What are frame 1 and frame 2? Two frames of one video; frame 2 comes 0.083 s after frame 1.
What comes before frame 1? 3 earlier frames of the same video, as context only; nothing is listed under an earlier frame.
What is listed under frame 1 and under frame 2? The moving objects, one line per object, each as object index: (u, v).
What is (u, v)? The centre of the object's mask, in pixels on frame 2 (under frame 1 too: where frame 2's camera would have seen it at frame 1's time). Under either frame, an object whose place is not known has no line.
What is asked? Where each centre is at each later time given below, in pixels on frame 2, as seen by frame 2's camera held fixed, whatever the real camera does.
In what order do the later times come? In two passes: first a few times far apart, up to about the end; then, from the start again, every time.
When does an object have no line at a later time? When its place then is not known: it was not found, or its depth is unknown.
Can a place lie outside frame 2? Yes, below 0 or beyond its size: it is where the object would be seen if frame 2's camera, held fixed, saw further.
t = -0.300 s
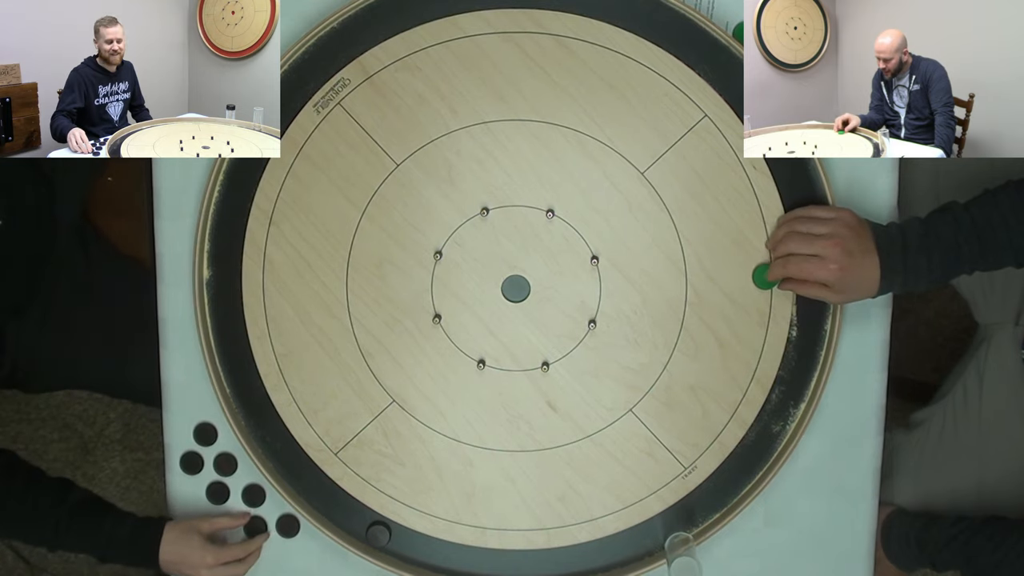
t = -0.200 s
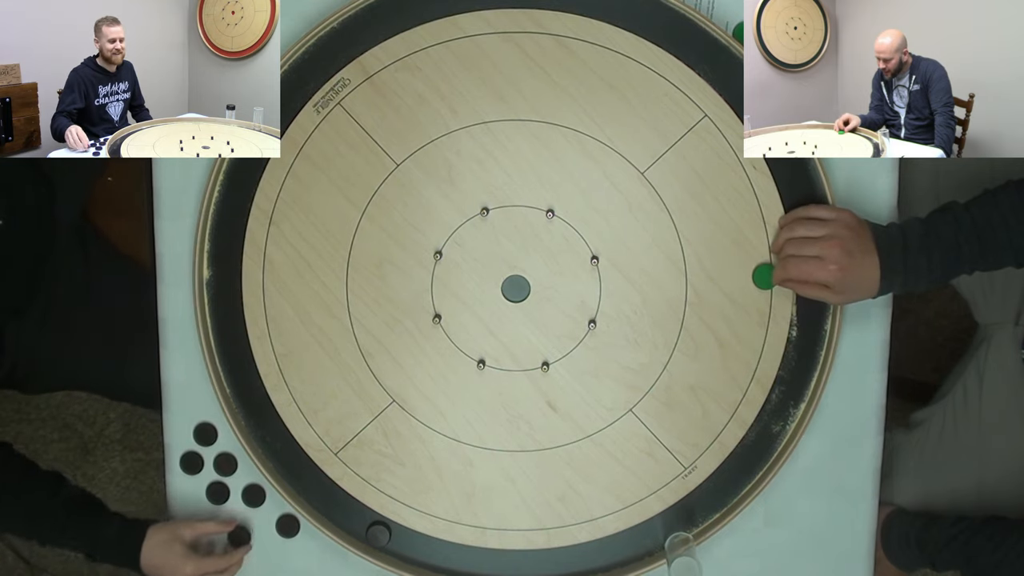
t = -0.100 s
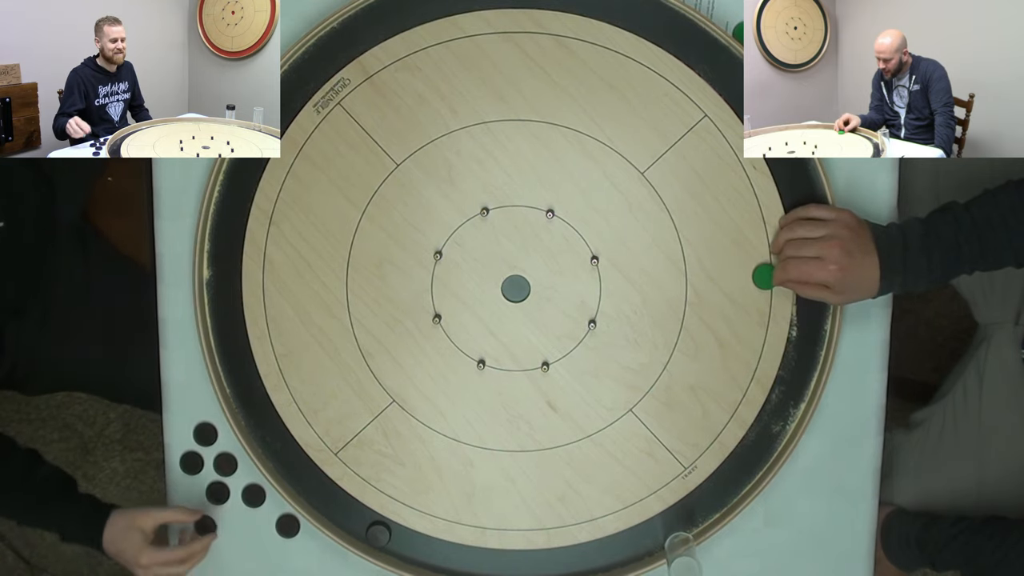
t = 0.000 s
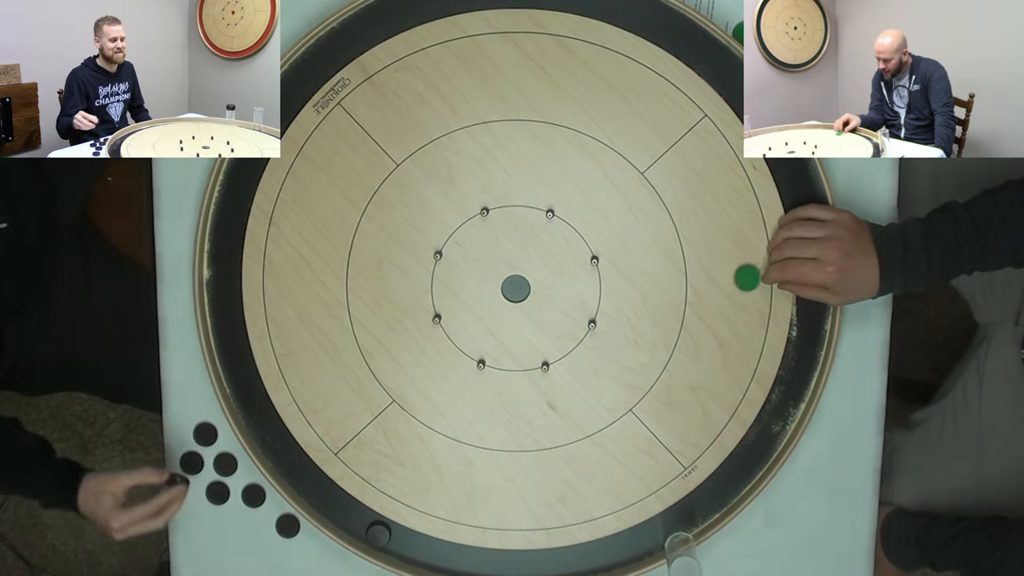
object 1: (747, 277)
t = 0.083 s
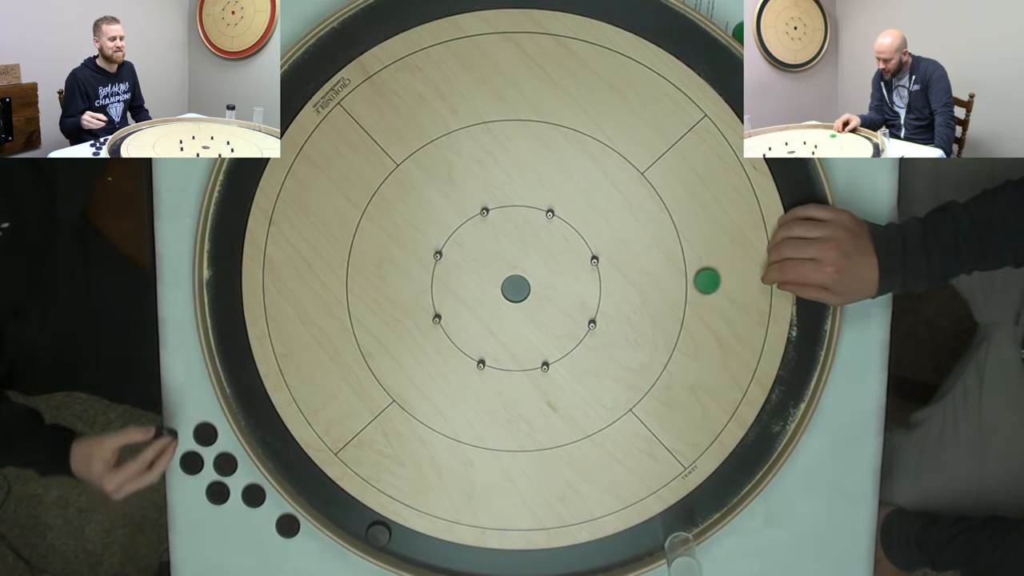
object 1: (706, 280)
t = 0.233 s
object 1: (640, 283)
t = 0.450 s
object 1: (576, 285)
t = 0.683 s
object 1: (558, 284)
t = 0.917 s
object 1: (558, 284)
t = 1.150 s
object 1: (559, 284)
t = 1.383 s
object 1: (558, 284)
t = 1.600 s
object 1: (558, 284)
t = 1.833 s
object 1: (558, 284)
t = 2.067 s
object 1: (558, 284)
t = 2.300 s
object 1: (558, 284)
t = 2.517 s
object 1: (558, 284)
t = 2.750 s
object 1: (558, 284)
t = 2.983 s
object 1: (558, 284)
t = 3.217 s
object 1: (558, 284)
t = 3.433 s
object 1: (558, 284)
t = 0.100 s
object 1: (699, 281)
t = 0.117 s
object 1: (691, 281)
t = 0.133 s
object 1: (683, 282)
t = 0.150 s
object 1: (675, 282)
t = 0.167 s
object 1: (668, 282)
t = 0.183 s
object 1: (661, 282)
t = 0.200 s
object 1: (654, 283)
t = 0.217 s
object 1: (647, 283)
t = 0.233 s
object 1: (640, 283)
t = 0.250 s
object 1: (634, 284)
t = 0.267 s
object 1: (628, 284)
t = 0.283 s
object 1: (621, 284)
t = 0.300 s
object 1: (616, 284)
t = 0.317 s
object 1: (610, 285)
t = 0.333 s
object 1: (605, 285)
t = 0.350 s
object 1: (600, 285)
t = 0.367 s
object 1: (595, 285)
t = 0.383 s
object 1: (591, 285)
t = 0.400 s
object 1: (587, 285)
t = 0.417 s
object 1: (583, 285)
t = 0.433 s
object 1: (579, 285)
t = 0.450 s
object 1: (576, 285)
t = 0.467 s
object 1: (573, 285)
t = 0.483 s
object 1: (570, 285)
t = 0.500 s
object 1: (568, 285)
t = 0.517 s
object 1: (566, 284)
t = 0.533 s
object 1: (564, 284)
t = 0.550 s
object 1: (562, 284)
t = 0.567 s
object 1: (561, 284)
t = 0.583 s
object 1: (560, 284)
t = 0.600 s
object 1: (559, 284)
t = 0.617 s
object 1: (559, 284)
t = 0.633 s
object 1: (559, 284)
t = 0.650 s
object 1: (558, 284)
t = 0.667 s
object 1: (559, 284)
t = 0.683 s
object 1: (558, 284)
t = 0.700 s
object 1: (558, 284)
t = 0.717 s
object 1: (558, 284)
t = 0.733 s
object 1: (559, 284)
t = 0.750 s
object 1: (558, 284)
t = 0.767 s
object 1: (559, 284)
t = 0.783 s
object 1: (559, 284)
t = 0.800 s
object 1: (558, 284)
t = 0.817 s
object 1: (558, 284)
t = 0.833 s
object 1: (558, 284)
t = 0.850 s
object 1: (558, 284)
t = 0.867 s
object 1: (558, 284)
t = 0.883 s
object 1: (558, 284)
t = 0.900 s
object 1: (558, 284)
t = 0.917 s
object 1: (558, 284)
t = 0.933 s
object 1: (558, 284)
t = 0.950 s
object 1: (558, 284)
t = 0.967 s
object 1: (558, 284)
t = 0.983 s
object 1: (558, 284)
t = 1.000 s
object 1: (558, 284)
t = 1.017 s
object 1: (558, 284)
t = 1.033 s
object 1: (558, 284)
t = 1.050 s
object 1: (558, 284)
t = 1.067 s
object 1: (558, 284)
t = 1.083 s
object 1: (558, 284)
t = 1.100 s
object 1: (559, 284)
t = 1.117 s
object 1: (558, 284)
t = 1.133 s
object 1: (558, 284)
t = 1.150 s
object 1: (559, 284)
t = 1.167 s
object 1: (558, 284)
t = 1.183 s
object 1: (558, 284)
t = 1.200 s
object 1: (558, 284)
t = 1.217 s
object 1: (558, 284)
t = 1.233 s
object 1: (558, 284)
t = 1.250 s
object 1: (558, 284)
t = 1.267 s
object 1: (559, 284)
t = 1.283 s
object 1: (559, 284)
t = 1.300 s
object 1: (558, 284)
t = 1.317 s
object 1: (558, 284)
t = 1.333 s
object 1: (558, 284)
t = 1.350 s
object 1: (558, 284)
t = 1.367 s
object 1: (558, 284)
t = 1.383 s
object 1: (558, 284)
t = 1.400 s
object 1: (558, 284)
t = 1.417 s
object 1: (558, 284)
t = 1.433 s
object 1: (558, 284)
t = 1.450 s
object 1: (558, 284)
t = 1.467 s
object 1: (558, 284)
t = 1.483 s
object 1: (558, 284)
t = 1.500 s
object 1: (558, 284)
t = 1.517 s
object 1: (558, 284)
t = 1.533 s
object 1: (558, 284)
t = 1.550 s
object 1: (558, 284)
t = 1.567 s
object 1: (558, 284)
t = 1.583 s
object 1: (558, 284)
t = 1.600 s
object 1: (558, 284)
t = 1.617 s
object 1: (558, 284)
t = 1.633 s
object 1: (558, 284)
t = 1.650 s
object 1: (558, 284)
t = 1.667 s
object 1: (558, 284)
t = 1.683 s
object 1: (558, 284)
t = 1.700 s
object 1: (558, 284)
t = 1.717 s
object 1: (559, 284)
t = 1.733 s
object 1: (558, 284)
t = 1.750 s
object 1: (558, 284)
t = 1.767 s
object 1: (558, 284)
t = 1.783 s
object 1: (558, 284)
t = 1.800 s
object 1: (558, 284)
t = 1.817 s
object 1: (558, 284)
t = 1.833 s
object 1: (558, 284)
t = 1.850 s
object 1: (559, 284)
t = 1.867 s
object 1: (558, 284)
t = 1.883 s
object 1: (558, 284)
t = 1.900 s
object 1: (559, 284)
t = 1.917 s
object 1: (558, 284)
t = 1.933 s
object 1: (558, 284)
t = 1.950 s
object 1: (558, 284)
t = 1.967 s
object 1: (558, 284)
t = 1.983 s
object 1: (558, 284)
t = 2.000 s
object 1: (558, 284)
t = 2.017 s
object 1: (558, 284)
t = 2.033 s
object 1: (558, 284)
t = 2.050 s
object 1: (559, 284)
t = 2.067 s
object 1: (558, 284)
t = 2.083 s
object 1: (558, 284)
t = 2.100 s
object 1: (558, 284)
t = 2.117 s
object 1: (558, 284)
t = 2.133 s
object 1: (558, 284)
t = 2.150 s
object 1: (558, 284)
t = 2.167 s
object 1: (558, 284)
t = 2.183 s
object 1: (558, 284)
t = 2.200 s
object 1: (558, 284)
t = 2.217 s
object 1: (558, 284)
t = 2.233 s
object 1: (558, 284)
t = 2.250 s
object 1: (558, 284)
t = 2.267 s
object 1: (558, 284)
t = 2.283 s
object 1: (558, 284)
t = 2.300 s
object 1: (558, 284)
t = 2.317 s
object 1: (558, 284)
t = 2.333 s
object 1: (558, 284)
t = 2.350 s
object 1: (558, 284)
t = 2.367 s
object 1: (558, 284)
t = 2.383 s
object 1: (558, 284)
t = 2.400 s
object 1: (558, 284)
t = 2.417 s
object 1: (558, 284)
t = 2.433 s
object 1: (558, 284)
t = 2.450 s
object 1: (558, 284)
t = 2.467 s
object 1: (558, 284)
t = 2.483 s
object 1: (558, 284)
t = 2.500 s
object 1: (558, 284)
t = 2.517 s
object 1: (558, 284)
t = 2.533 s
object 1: (558, 284)
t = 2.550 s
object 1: (558, 284)
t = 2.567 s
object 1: (558, 284)
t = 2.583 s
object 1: (558, 284)
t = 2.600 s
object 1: (558, 284)
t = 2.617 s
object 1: (558, 284)
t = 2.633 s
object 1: (558, 284)
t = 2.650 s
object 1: (558, 284)
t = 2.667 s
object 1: (559, 284)
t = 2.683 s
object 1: (558, 284)
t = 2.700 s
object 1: (558, 284)
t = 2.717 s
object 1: (558, 284)
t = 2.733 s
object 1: (558, 284)
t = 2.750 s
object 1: (558, 284)
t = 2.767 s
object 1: (558, 284)
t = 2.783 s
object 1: (559, 284)
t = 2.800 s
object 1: (558, 284)
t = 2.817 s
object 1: (558, 284)
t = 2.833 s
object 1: (558, 284)
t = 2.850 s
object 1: (558, 284)
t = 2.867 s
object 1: (558, 284)
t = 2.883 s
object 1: (558, 284)
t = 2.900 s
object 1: (558, 284)
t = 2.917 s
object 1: (558, 284)
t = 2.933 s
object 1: (558, 284)
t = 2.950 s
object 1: (558, 284)
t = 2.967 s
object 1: (558, 284)
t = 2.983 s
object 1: (558, 284)
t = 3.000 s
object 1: (558, 284)
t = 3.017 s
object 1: (558, 284)
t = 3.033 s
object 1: (558, 284)
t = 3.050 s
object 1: (558, 284)
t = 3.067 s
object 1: (558, 284)
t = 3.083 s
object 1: (558, 284)
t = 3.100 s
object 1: (558, 284)
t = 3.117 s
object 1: (558, 284)
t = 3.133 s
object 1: (558, 284)
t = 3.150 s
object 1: (558, 284)
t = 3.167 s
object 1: (558, 284)
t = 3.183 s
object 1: (558, 284)
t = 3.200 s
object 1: (558, 284)
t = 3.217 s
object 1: (558, 284)
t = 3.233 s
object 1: (558, 284)
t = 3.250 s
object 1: (558, 284)
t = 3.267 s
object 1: (558, 284)
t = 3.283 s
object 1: (559, 284)
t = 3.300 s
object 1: (558, 284)
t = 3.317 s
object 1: (558, 284)
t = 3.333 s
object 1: (558, 284)
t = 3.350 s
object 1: (558, 284)
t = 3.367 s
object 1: (558, 284)
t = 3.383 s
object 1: (558, 284)
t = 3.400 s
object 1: (559, 284)
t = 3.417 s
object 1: (558, 284)
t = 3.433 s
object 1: (558, 284)
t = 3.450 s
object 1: (558, 284)
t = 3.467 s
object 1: (558, 284)
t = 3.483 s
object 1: (558, 284)
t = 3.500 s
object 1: (558, 284)
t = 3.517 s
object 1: (558, 284)
